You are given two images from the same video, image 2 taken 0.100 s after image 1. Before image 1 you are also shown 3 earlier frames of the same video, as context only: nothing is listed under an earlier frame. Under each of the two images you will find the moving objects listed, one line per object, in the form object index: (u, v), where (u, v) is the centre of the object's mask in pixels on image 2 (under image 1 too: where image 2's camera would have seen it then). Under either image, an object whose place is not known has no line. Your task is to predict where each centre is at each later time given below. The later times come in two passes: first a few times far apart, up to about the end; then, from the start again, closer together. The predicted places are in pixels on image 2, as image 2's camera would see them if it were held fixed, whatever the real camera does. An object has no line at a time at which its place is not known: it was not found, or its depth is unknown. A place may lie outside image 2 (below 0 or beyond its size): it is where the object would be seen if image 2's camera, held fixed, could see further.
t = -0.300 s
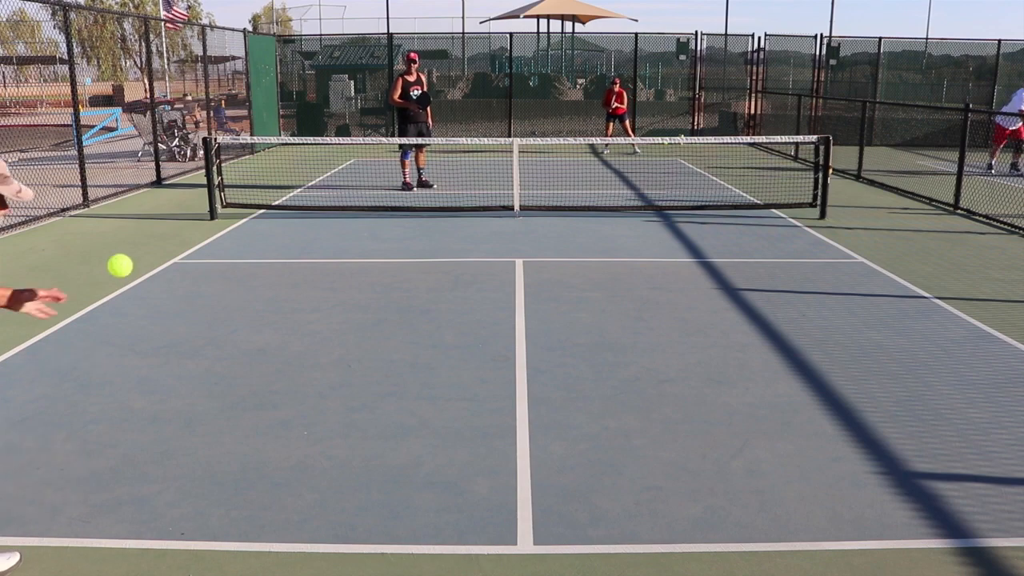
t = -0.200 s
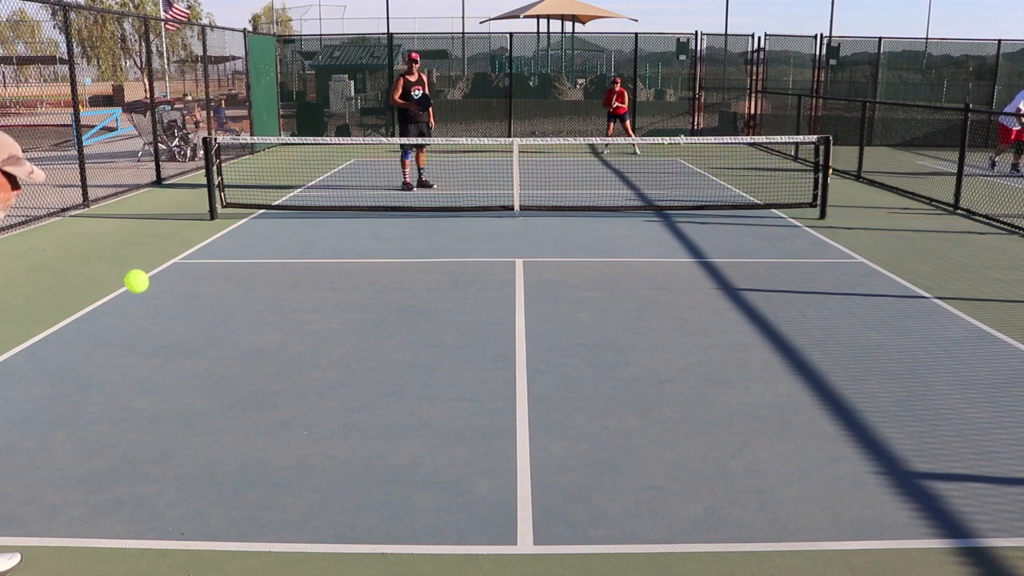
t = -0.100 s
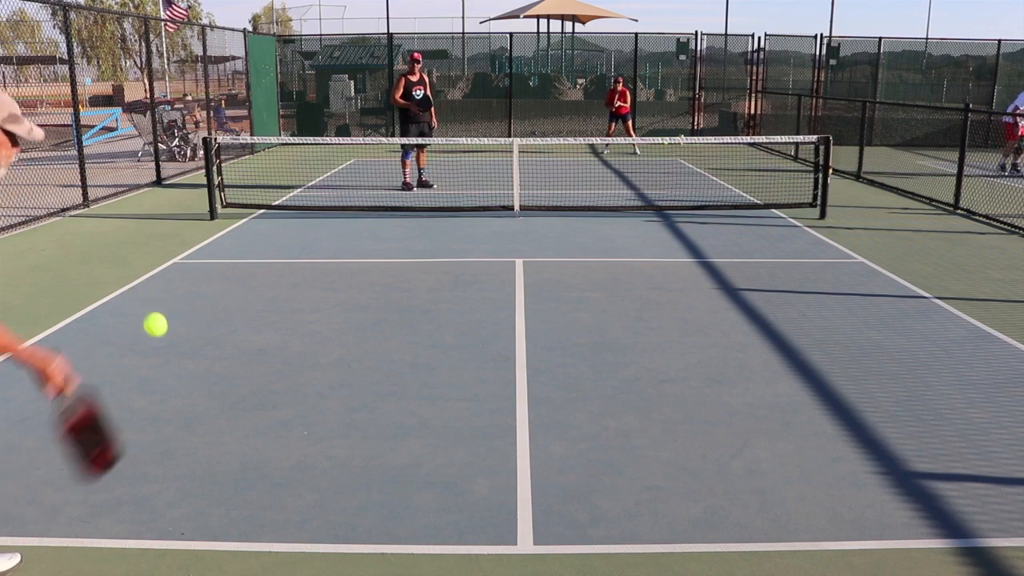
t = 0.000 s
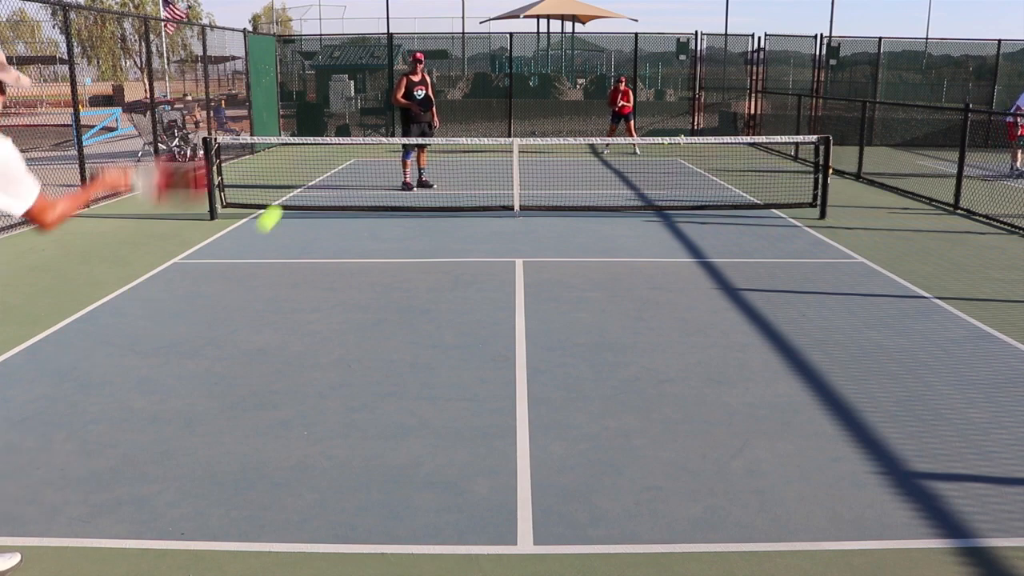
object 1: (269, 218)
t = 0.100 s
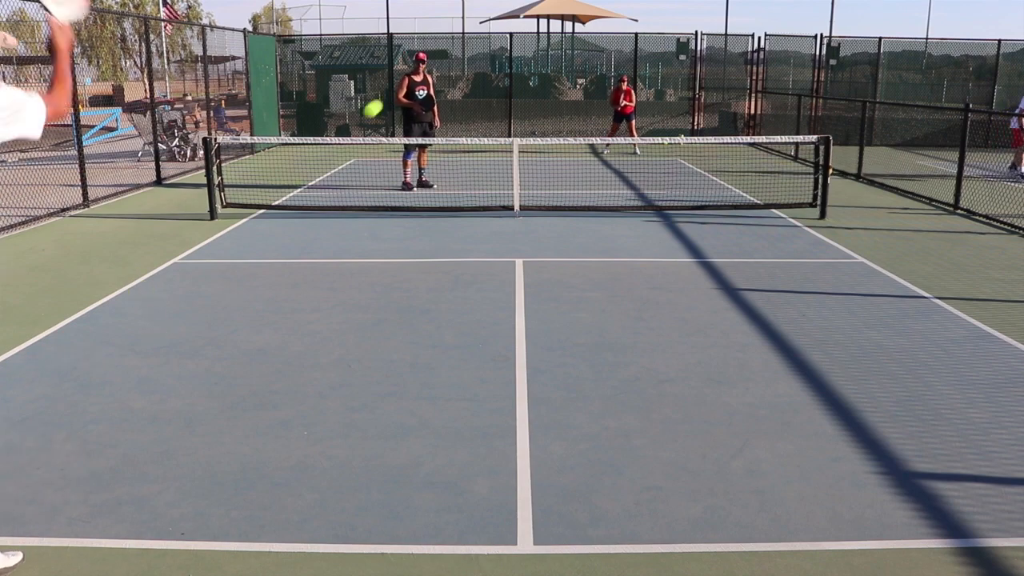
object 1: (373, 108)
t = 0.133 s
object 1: (396, 88)
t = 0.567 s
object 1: (529, 67)
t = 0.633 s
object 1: (536, 80)
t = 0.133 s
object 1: (396, 88)
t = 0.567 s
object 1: (529, 67)
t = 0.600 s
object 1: (533, 73)
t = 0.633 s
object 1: (536, 80)
